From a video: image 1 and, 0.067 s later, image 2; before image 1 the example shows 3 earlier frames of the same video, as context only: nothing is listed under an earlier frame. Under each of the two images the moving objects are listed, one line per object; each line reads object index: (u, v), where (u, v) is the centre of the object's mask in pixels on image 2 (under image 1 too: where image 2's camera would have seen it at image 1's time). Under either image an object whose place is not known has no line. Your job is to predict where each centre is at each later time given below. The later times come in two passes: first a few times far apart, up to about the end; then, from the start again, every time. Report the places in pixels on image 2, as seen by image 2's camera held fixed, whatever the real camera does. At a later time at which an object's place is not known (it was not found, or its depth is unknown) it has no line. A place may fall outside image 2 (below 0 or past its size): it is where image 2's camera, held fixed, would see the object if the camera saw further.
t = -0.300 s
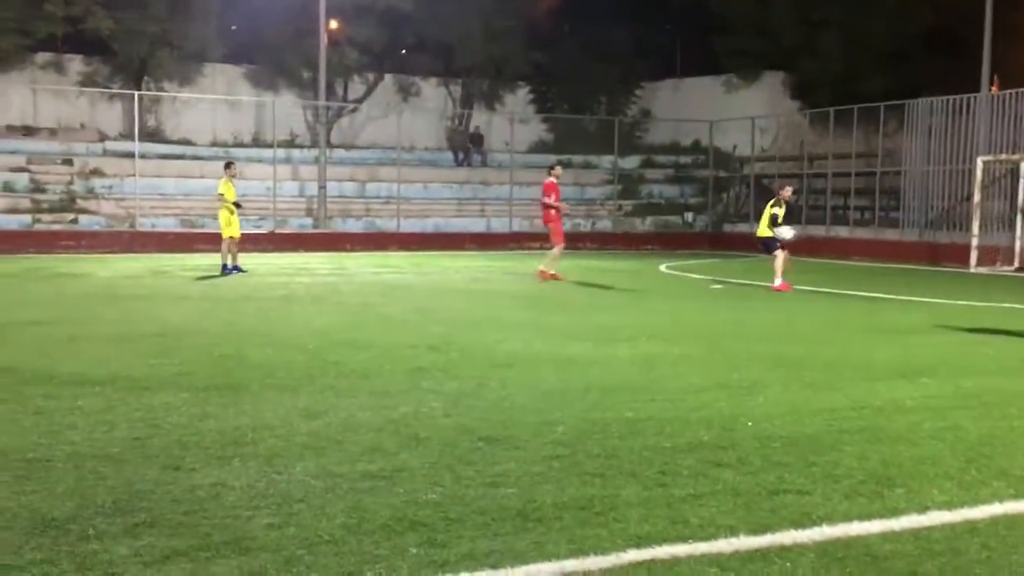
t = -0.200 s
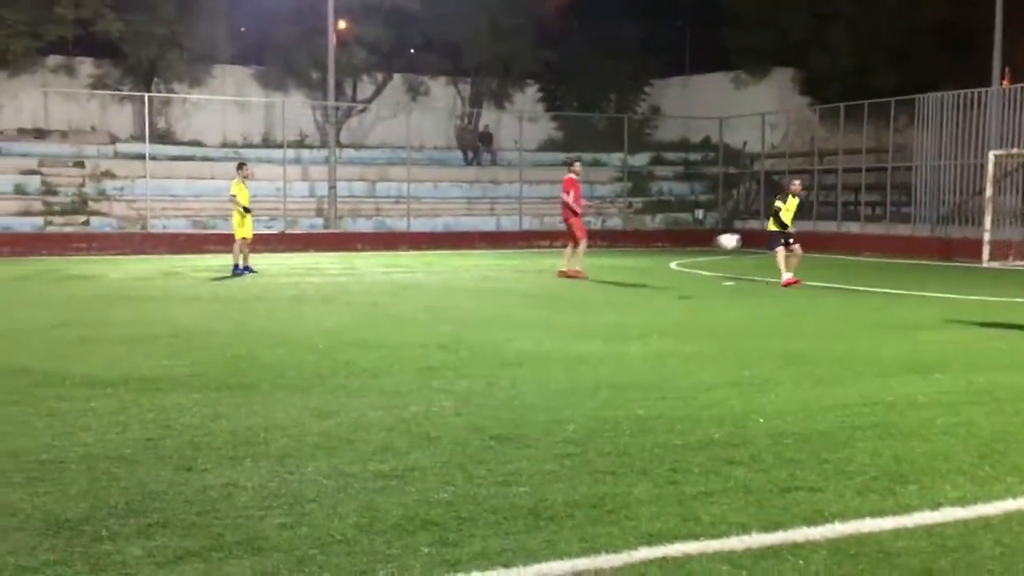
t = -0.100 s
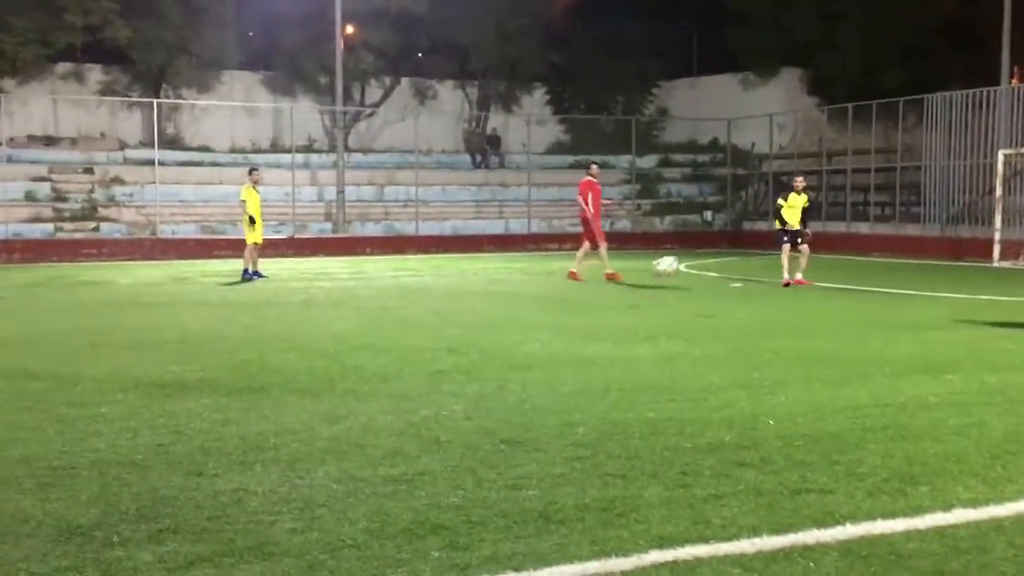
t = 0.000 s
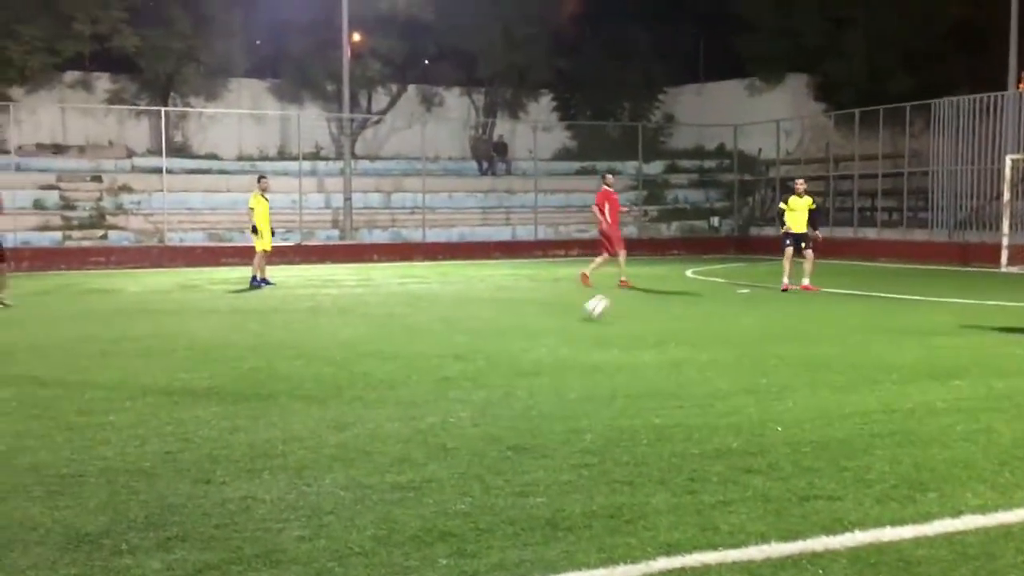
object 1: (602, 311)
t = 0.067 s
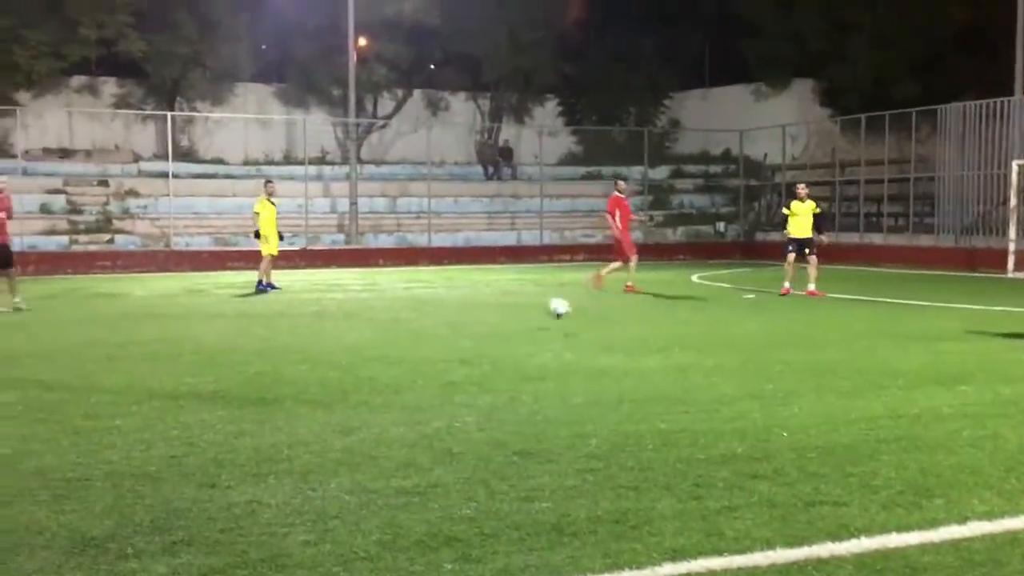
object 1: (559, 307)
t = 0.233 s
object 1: (454, 287)
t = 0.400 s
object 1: (338, 297)
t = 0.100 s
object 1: (540, 301)
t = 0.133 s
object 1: (518, 295)
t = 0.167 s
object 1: (498, 292)
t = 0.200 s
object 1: (477, 290)
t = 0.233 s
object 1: (454, 287)
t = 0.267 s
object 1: (432, 286)
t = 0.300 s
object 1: (408, 288)
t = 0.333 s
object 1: (386, 290)
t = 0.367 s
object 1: (361, 293)
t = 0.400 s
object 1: (338, 297)
